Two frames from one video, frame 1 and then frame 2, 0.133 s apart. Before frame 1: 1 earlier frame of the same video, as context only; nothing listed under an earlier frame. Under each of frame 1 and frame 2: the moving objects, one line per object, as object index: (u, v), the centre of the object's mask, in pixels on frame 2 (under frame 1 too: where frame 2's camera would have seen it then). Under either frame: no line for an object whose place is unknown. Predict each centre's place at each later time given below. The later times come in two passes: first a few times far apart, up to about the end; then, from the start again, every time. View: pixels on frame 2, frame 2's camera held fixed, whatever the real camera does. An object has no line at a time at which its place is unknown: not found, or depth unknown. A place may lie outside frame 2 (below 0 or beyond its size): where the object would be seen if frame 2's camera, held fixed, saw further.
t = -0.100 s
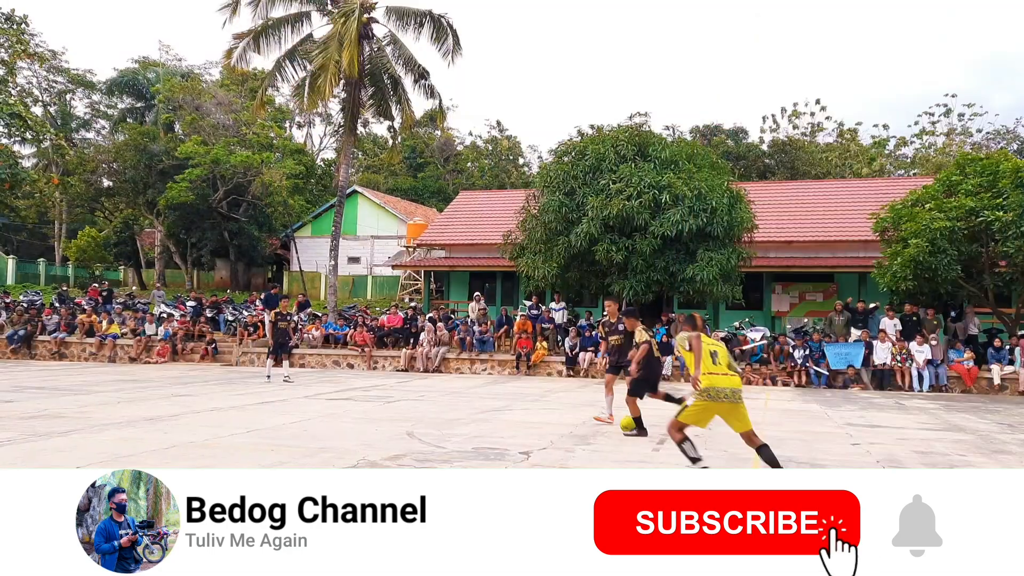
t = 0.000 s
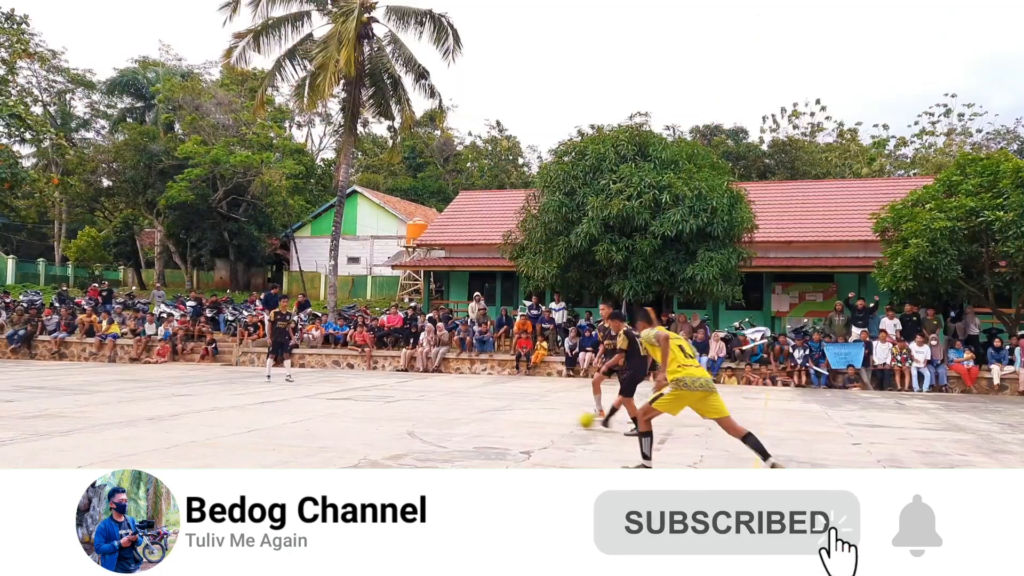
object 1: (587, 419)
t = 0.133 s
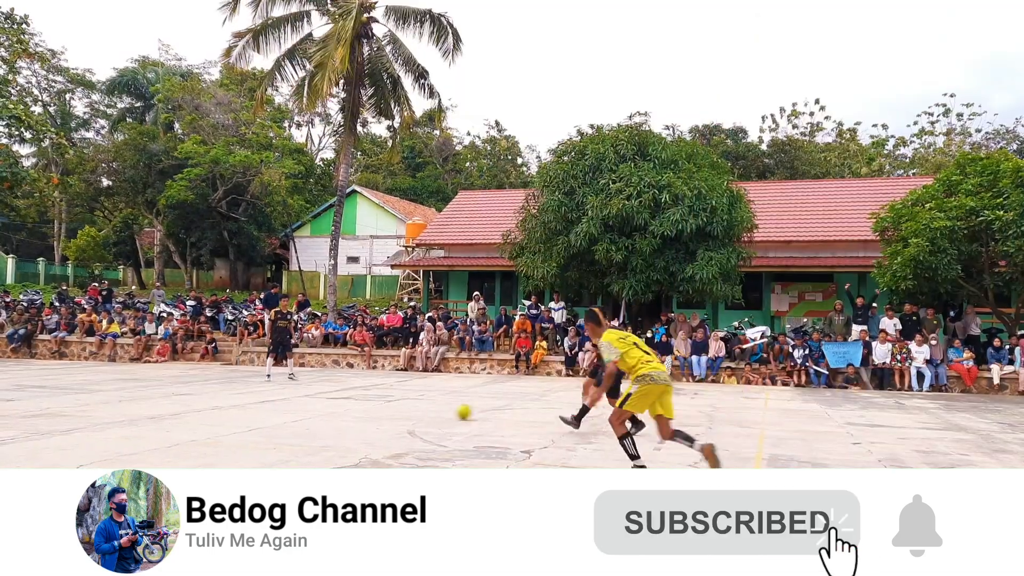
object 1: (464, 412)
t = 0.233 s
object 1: (386, 407)
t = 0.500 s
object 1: (218, 397)
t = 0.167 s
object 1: (437, 410)
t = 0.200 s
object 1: (411, 409)
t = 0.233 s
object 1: (386, 407)
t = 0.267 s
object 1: (362, 405)
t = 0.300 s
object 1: (339, 404)
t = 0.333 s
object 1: (317, 403)
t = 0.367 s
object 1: (295, 401)
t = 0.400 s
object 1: (274, 401)
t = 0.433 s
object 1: (255, 399)
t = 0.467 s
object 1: (236, 398)
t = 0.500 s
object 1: (218, 397)
